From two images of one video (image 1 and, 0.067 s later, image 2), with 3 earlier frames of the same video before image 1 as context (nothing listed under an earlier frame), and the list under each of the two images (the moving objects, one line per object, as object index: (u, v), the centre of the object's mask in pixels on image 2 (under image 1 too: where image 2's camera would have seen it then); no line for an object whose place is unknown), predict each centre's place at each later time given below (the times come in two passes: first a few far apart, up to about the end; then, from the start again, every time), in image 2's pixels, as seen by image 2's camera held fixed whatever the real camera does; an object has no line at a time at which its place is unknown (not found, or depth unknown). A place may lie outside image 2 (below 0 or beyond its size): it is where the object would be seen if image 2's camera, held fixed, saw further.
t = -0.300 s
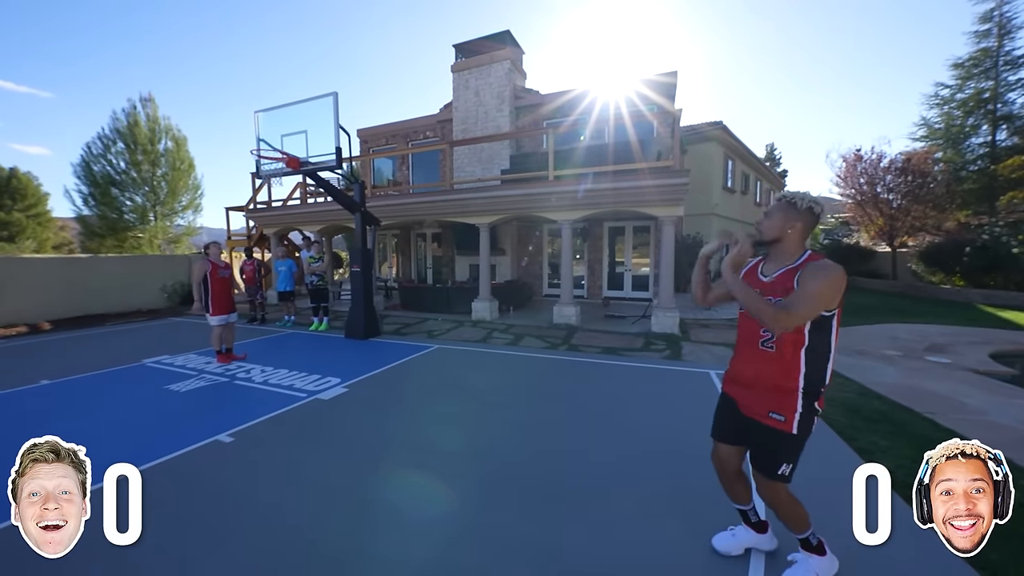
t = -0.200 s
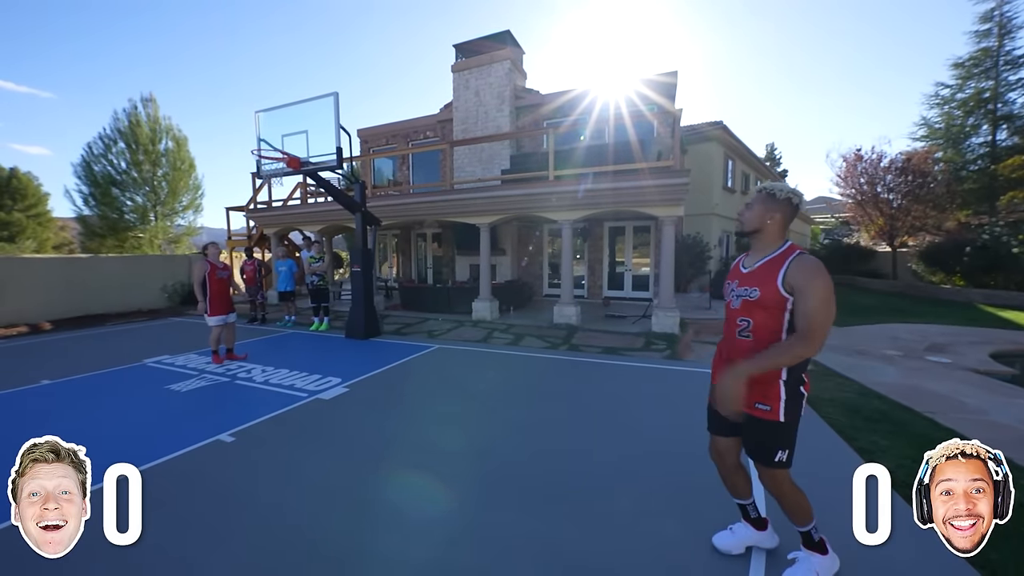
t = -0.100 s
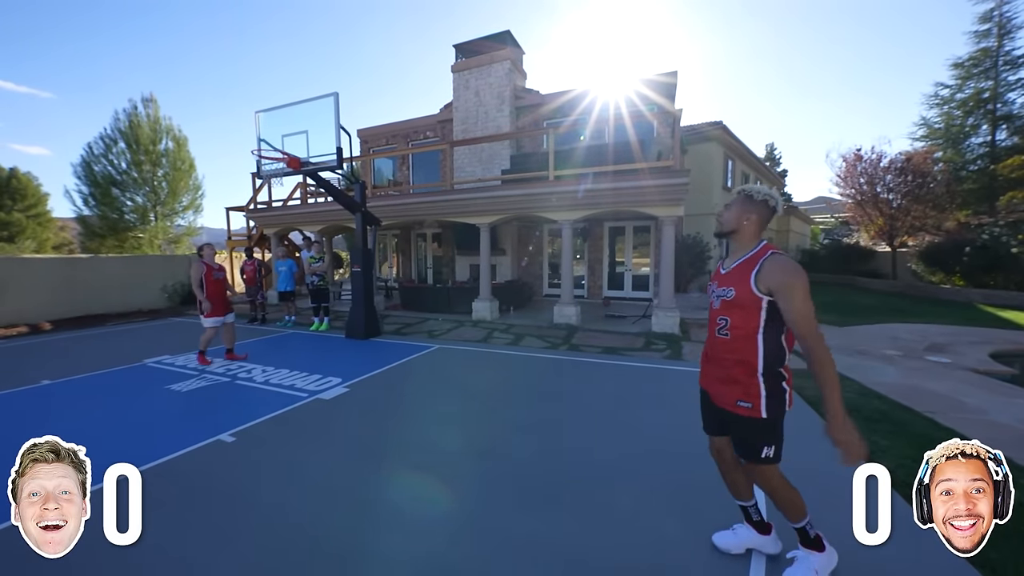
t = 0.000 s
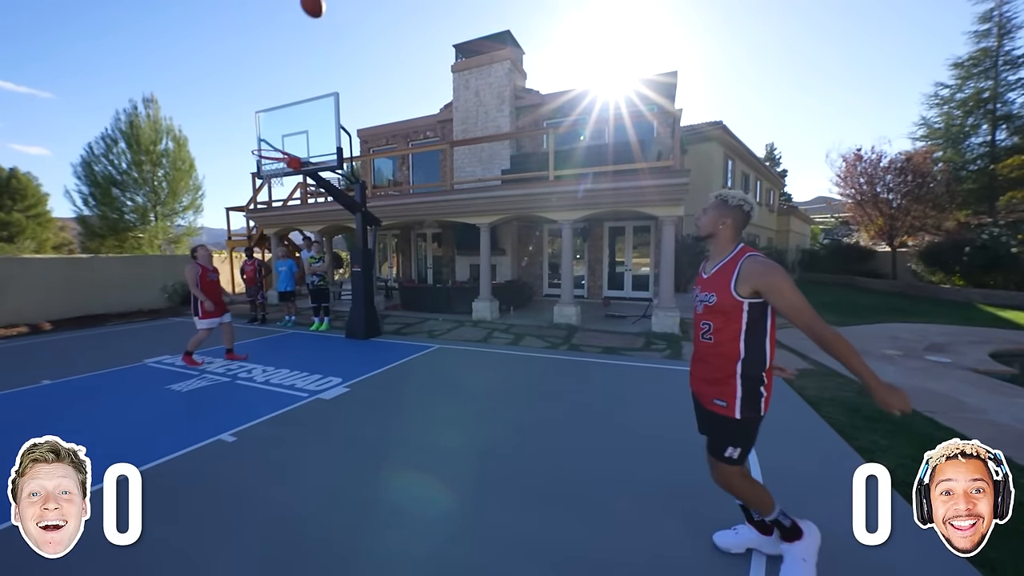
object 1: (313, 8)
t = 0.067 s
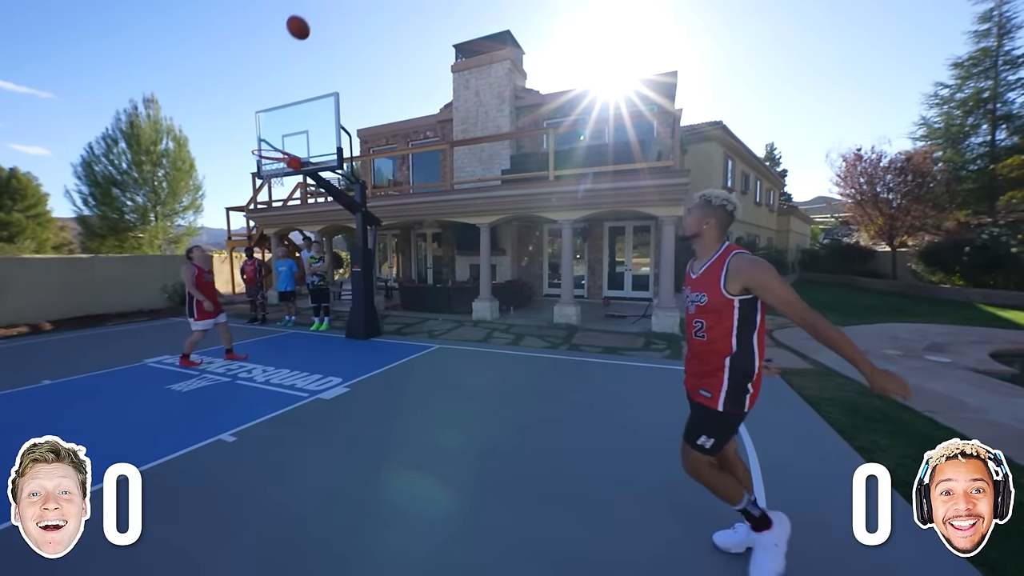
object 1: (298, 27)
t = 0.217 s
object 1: (271, 83)
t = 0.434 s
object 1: (244, 137)
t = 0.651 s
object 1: (221, 125)
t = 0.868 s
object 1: (202, 144)
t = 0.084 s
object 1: (294, 33)
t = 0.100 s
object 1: (291, 39)
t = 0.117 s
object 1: (288, 45)
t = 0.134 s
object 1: (285, 51)
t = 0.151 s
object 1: (282, 58)
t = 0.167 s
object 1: (279, 64)
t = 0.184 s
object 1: (276, 70)
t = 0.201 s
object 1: (274, 76)
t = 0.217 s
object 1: (271, 83)
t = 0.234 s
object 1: (269, 89)
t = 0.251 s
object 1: (266, 96)
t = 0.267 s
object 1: (264, 103)
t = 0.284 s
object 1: (262, 109)
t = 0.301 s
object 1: (259, 116)
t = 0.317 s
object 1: (257, 122)
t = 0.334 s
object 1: (255, 129)
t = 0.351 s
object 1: (253, 136)
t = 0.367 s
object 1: (251, 143)
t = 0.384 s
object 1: (250, 144)
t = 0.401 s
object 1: (248, 141)
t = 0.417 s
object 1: (246, 139)
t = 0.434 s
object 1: (244, 137)
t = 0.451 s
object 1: (242, 135)
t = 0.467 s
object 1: (240, 133)
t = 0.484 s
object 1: (238, 131)
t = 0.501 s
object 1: (237, 130)
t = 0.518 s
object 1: (235, 128)
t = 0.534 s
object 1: (233, 127)
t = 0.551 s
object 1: (231, 126)
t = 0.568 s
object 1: (230, 125)
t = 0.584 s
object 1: (228, 125)
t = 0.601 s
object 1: (226, 125)
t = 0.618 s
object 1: (224, 124)
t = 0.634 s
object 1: (223, 124)
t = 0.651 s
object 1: (221, 125)
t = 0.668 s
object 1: (219, 125)
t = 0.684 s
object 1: (217, 126)
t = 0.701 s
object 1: (216, 127)
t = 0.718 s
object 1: (215, 128)
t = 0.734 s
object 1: (213, 129)
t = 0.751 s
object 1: (211, 130)
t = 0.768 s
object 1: (210, 131)
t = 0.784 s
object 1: (209, 133)
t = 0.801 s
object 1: (207, 135)
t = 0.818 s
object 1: (206, 137)
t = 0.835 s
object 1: (205, 140)
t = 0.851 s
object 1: (203, 142)
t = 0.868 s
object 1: (202, 144)
